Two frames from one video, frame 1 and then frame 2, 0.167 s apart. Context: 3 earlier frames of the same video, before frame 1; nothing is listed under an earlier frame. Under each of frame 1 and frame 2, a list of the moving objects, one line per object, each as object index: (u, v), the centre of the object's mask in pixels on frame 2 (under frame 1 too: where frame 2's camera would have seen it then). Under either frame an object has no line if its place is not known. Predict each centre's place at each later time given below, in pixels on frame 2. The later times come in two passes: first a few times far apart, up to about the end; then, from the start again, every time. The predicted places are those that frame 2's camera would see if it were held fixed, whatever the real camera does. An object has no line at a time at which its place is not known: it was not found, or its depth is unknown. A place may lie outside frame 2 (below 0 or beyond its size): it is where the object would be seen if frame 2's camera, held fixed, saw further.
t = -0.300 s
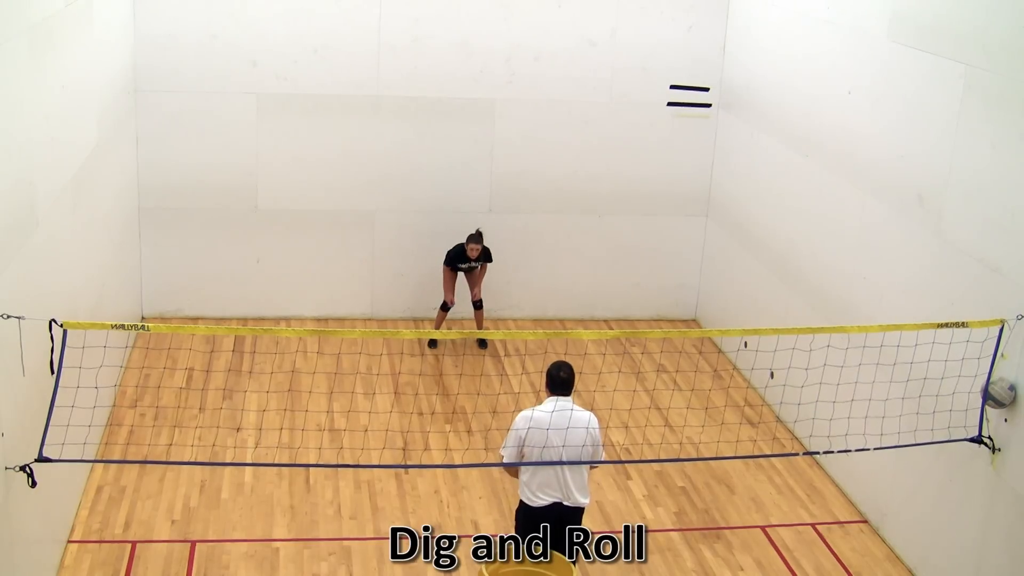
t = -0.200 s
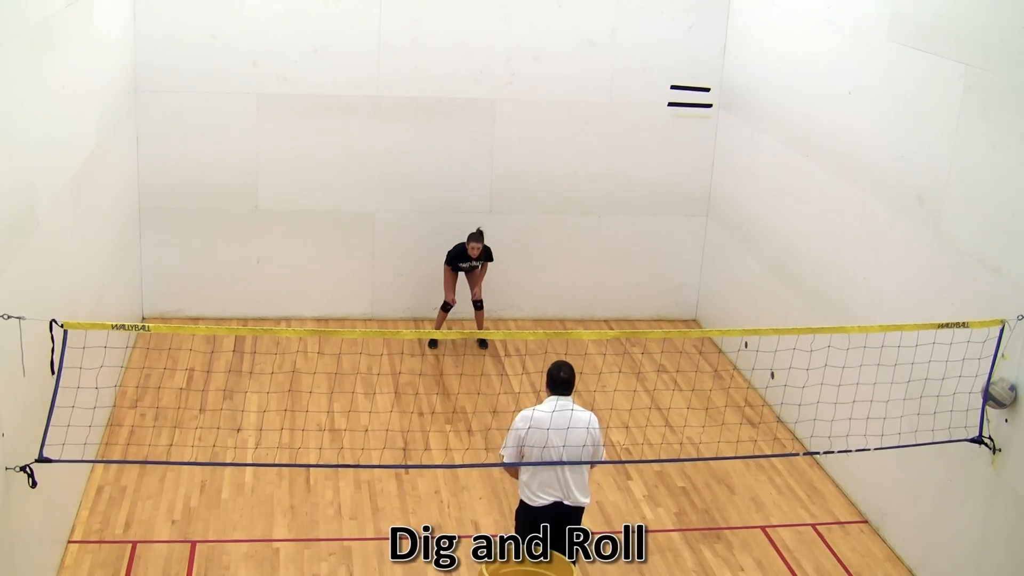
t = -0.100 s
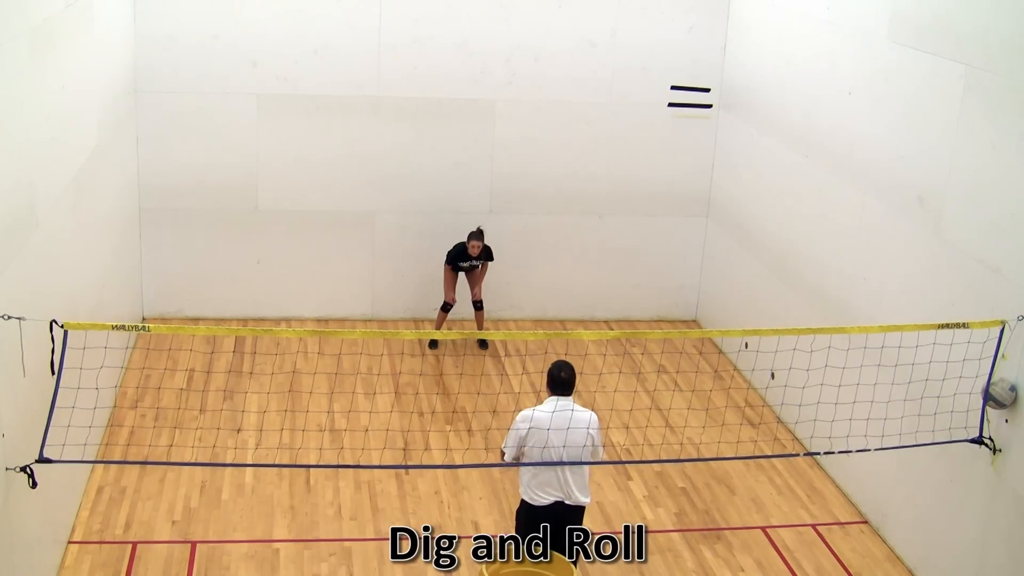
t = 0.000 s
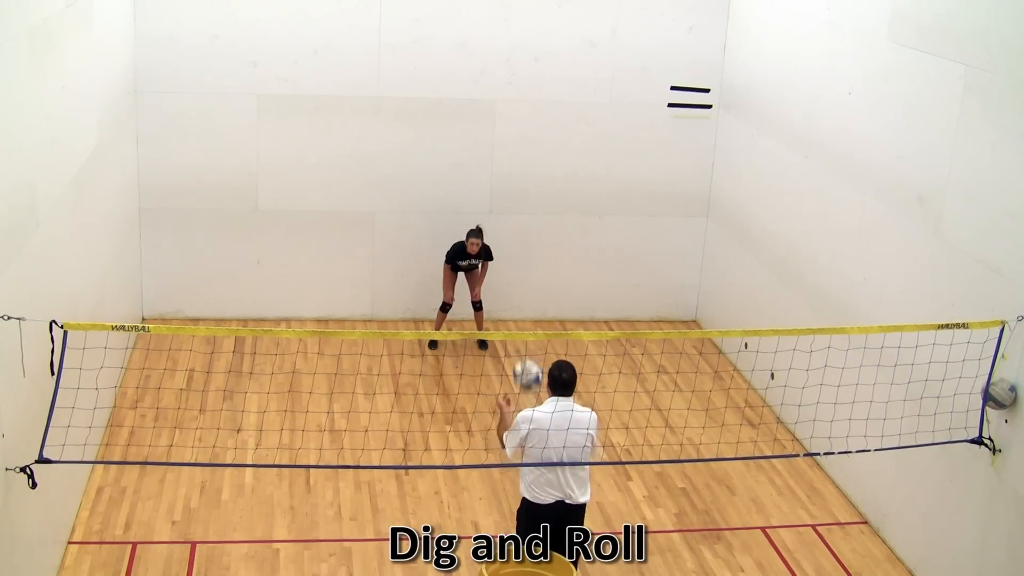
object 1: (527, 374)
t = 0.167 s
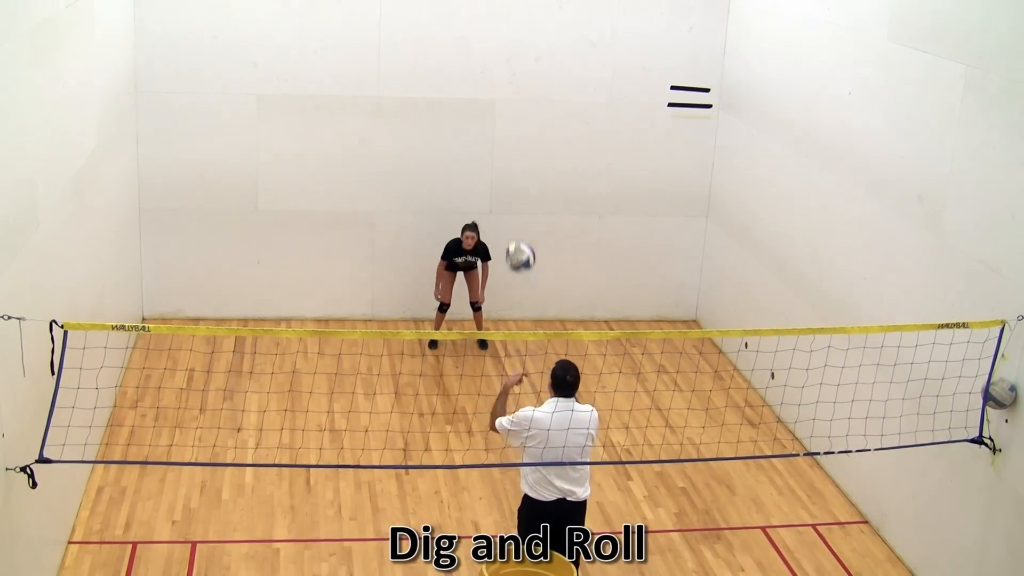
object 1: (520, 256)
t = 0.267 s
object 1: (515, 207)
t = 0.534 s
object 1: (500, 146)
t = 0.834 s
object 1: (480, 191)
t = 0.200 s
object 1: (519, 238)
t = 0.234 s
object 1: (517, 221)
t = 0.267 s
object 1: (515, 207)
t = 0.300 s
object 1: (514, 193)
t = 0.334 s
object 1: (512, 181)
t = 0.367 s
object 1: (510, 172)
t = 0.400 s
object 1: (508, 164)
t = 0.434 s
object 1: (506, 157)
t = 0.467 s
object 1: (505, 152)
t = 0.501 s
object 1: (502, 148)
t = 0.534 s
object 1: (500, 146)
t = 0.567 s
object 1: (498, 146)
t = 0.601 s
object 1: (496, 147)
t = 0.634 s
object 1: (494, 149)
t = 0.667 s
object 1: (492, 153)
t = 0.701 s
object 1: (489, 158)
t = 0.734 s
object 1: (487, 164)
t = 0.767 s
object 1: (485, 172)
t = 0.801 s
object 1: (482, 181)
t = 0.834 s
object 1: (480, 191)
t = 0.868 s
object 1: (477, 202)
